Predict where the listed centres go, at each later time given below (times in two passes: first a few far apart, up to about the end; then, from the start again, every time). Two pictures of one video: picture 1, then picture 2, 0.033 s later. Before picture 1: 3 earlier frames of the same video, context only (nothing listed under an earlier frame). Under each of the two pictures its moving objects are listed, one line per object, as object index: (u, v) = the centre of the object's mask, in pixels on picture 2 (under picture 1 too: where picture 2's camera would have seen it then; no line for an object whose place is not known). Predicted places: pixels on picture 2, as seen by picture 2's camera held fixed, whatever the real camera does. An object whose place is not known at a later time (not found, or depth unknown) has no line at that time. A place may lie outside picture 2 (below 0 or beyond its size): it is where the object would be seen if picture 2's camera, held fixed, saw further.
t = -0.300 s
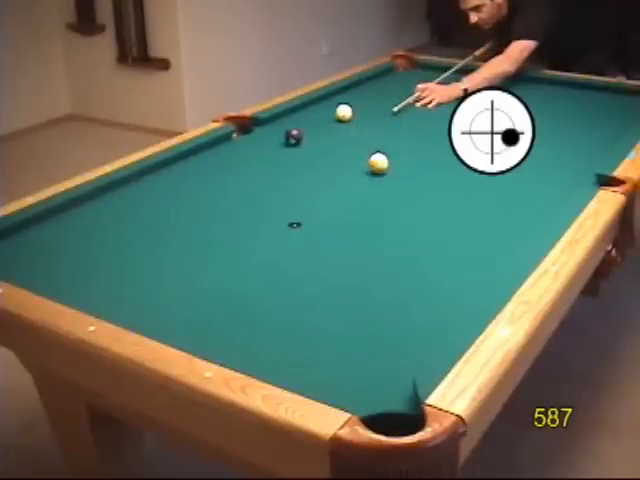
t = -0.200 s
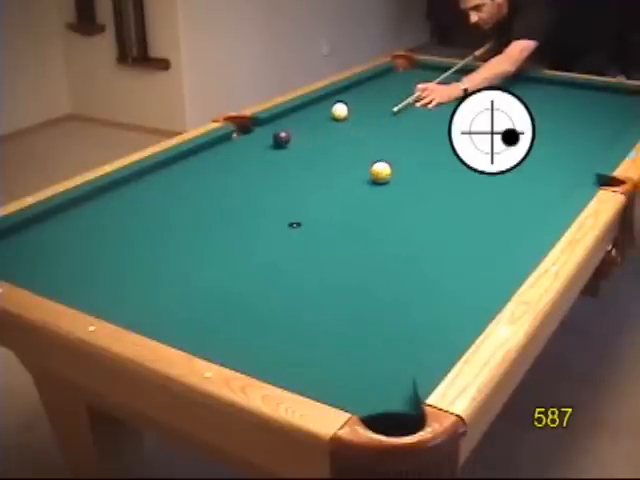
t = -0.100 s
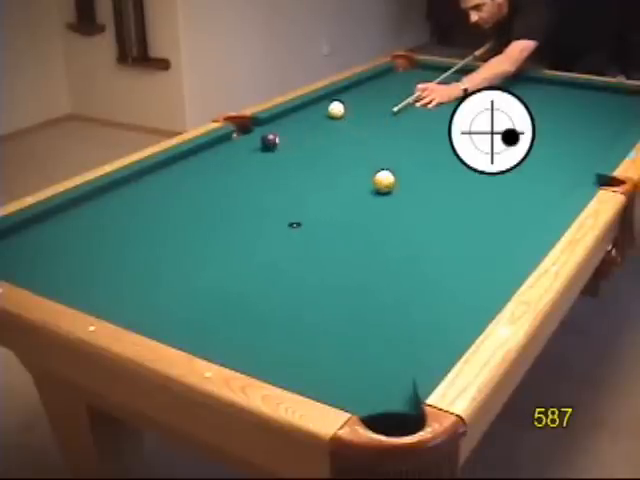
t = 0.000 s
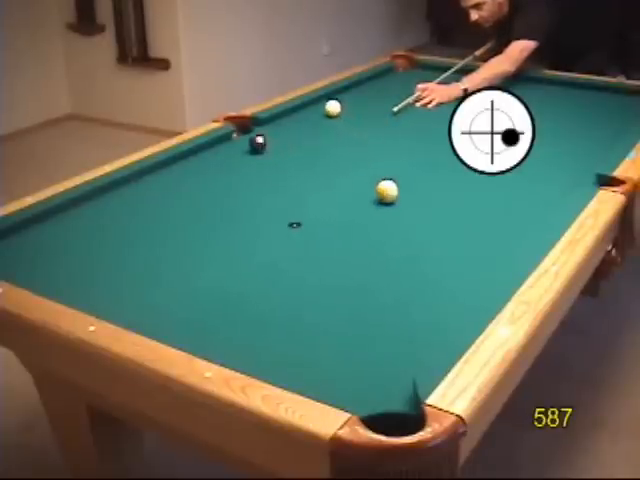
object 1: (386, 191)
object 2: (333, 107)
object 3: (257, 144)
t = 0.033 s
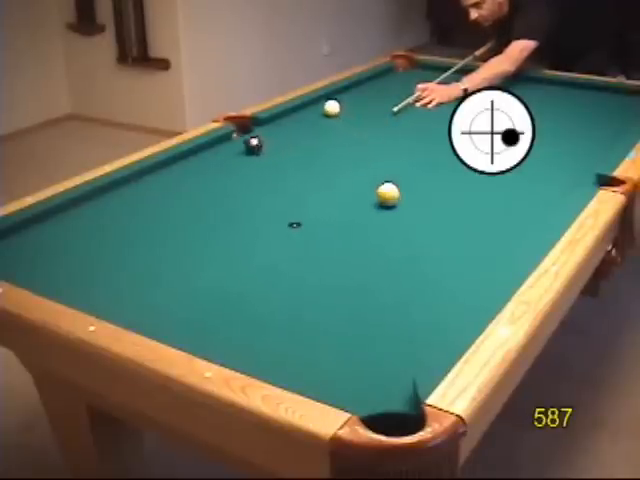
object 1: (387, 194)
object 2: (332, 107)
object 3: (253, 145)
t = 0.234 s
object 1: (395, 217)
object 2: (325, 105)
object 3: (231, 150)
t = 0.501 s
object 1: (407, 249)
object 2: (318, 102)
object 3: (201, 155)
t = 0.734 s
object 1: (418, 281)
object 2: (319, 100)
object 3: (179, 161)
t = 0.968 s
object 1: (431, 317)
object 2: (325, 98)
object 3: (167, 166)
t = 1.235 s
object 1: (403, 346)
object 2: (331, 98)
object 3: (156, 173)
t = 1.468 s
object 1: (361, 361)
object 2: (335, 96)
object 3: (153, 178)
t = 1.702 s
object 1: (325, 370)
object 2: (337, 97)
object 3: (148, 183)
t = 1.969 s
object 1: (324, 356)
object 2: (338, 96)
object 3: (144, 187)
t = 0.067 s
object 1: (389, 198)
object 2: (330, 107)
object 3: (249, 146)
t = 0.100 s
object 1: (390, 201)
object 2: (329, 106)
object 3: (246, 147)
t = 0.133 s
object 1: (392, 205)
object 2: (328, 106)
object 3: (242, 148)
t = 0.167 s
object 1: (393, 208)
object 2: (327, 106)
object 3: (238, 148)
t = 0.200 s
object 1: (394, 212)
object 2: (326, 105)
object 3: (234, 149)
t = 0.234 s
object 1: (395, 217)
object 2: (325, 105)
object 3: (231, 150)
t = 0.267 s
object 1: (396, 220)
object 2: (324, 104)
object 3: (227, 150)
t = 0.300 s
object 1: (398, 224)
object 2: (323, 104)
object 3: (223, 151)
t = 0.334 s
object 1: (399, 228)
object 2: (322, 104)
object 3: (220, 152)
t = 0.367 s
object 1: (401, 232)
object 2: (322, 103)
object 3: (216, 153)
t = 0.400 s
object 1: (402, 236)
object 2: (320, 103)
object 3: (213, 153)
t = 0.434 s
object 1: (404, 240)
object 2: (320, 103)
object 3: (209, 154)
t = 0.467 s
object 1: (405, 244)
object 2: (319, 102)
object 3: (205, 155)
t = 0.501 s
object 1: (407, 249)
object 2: (318, 102)
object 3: (201, 155)
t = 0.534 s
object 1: (408, 253)
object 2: (317, 102)
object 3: (198, 157)
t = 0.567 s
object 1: (409, 257)
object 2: (316, 101)
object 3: (195, 157)
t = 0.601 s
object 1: (411, 262)
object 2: (316, 101)
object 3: (191, 158)
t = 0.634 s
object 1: (413, 266)
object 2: (315, 100)
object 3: (188, 159)
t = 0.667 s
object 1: (415, 271)
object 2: (316, 100)
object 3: (185, 159)
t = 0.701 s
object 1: (417, 276)
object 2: (317, 100)
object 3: (182, 160)
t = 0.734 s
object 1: (418, 281)
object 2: (319, 100)
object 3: (179, 161)
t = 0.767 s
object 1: (420, 286)
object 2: (320, 99)
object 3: (176, 162)
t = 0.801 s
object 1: (421, 291)
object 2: (321, 99)
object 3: (174, 163)
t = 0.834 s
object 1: (423, 296)
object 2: (321, 99)
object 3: (171, 164)
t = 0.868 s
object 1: (424, 302)
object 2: (323, 99)
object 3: (170, 164)
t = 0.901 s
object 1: (427, 307)
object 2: (323, 99)
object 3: (168, 165)
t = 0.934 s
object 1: (429, 313)
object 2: (324, 99)
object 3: (168, 165)
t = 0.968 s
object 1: (431, 317)
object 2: (325, 98)
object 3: (167, 166)
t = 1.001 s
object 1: (432, 323)
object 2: (326, 98)
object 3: (165, 167)
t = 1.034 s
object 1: (434, 328)
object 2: (326, 98)
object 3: (164, 168)
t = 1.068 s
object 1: (432, 332)
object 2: (327, 98)
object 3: (162, 169)
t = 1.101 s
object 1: (426, 335)
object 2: (328, 98)
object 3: (160, 170)
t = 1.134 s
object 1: (421, 338)
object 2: (328, 98)
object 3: (160, 171)
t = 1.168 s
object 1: (415, 340)
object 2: (329, 98)
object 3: (158, 171)
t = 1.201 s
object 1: (409, 343)
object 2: (330, 98)
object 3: (157, 172)
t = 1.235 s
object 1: (403, 346)
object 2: (331, 98)
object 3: (156, 173)
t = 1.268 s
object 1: (397, 348)
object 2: (332, 97)
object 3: (158, 174)
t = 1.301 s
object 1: (391, 349)
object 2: (333, 97)
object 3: (157, 174)
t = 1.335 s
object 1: (385, 352)
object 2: (333, 96)
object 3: (156, 175)
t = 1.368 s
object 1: (379, 355)
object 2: (334, 97)
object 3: (155, 175)
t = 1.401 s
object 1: (373, 357)
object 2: (334, 97)
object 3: (154, 176)
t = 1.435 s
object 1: (367, 359)
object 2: (335, 97)
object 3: (154, 177)
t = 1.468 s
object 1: (361, 361)
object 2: (335, 96)
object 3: (153, 178)
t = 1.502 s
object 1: (356, 364)
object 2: (336, 96)
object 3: (152, 178)
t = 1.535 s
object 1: (350, 366)
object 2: (336, 96)
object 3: (151, 179)
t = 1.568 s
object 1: (344, 368)
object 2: (336, 96)
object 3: (150, 179)
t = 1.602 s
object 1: (338, 369)
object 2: (336, 97)
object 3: (150, 181)
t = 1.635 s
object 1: (333, 371)
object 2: (337, 97)
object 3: (149, 181)
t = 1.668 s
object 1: (327, 371)
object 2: (337, 97)
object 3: (148, 181)
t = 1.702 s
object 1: (325, 370)
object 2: (337, 97)
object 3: (148, 183)
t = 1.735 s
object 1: (325, 368)
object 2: (338, 96)
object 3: (147, 183)
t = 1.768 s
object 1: (325, 367)
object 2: (338, 96)
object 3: (147, 184)
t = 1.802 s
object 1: (324, 365)
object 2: (338, 96)
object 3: (146, 184)
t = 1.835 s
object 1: (324, 363)
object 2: (338, 96)
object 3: (145, 185)
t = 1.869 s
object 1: (324, 362)
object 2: (338, 96)
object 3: (145, 185)
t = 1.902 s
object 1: (324, 360)
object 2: (338, 96)
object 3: (145, 186)
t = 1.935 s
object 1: (324, 359)
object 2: (338, 96)
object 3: (144, 186)
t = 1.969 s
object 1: (324, 356)
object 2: (338, 96)
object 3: (144, 187)
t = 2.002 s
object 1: (324, 354)
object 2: (338, 96)
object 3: (143, 187)
